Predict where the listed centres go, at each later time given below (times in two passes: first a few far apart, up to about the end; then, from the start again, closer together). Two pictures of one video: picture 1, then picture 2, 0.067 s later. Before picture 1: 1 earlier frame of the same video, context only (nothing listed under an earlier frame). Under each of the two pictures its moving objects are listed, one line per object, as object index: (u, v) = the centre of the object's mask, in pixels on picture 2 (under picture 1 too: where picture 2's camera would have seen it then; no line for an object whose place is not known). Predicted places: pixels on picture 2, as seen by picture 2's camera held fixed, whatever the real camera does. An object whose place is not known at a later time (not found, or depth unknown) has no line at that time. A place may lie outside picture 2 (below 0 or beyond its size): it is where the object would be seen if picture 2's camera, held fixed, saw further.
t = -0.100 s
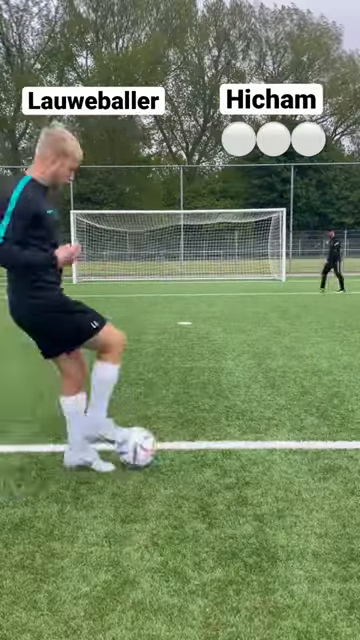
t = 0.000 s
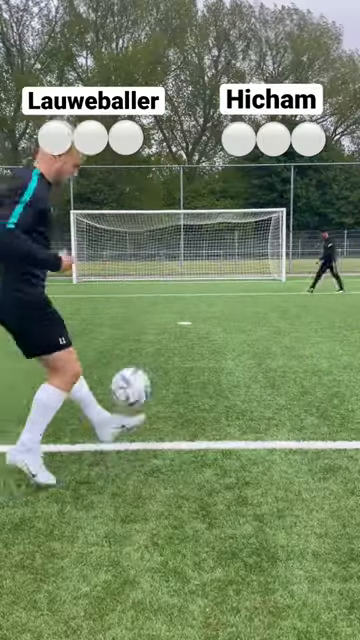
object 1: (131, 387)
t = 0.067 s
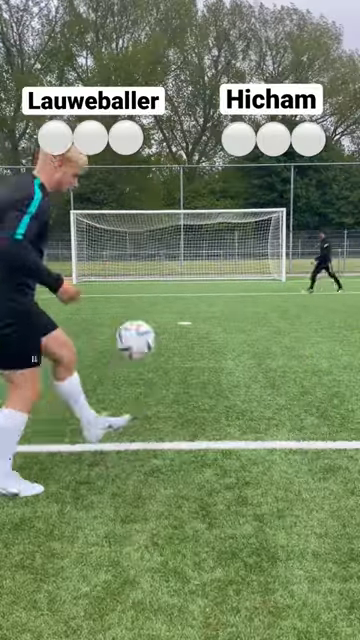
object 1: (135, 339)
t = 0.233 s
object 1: (147, 254)
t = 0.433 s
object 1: (162, 218)
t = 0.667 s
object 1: (179, 264)
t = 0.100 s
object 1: (138, 318)
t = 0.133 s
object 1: (140, 299)
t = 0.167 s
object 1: (143, 282)
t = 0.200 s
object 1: (145, 267)
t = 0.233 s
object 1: (147, 254)
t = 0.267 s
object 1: (149, 243)
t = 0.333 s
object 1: (155, 226)
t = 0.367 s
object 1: (157, 221)
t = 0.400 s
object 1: (159, 219)
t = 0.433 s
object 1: (162, 218)
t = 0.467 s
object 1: (165, 218)
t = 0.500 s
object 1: (167, 221)
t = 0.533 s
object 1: (169, 226)
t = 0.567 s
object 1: (172, 232)
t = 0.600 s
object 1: (174, 241)
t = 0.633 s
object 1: (176, 252)
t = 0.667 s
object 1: (179, 264)
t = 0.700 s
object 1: (181, 279)
